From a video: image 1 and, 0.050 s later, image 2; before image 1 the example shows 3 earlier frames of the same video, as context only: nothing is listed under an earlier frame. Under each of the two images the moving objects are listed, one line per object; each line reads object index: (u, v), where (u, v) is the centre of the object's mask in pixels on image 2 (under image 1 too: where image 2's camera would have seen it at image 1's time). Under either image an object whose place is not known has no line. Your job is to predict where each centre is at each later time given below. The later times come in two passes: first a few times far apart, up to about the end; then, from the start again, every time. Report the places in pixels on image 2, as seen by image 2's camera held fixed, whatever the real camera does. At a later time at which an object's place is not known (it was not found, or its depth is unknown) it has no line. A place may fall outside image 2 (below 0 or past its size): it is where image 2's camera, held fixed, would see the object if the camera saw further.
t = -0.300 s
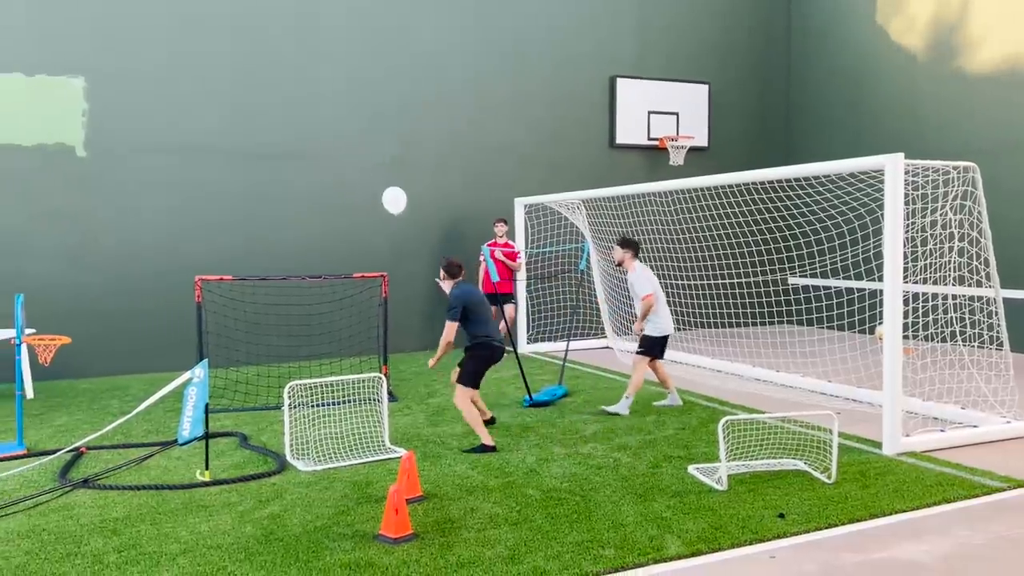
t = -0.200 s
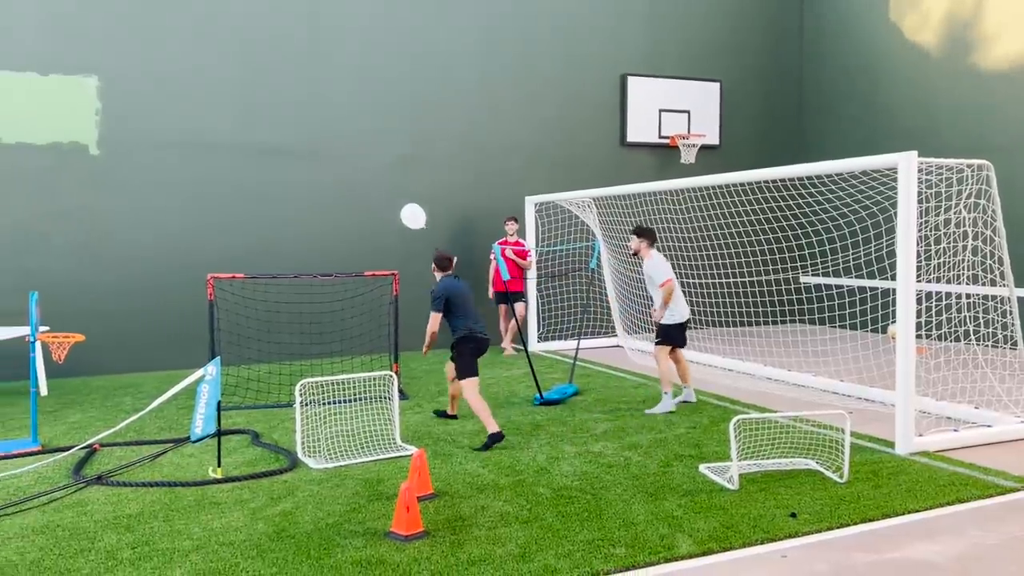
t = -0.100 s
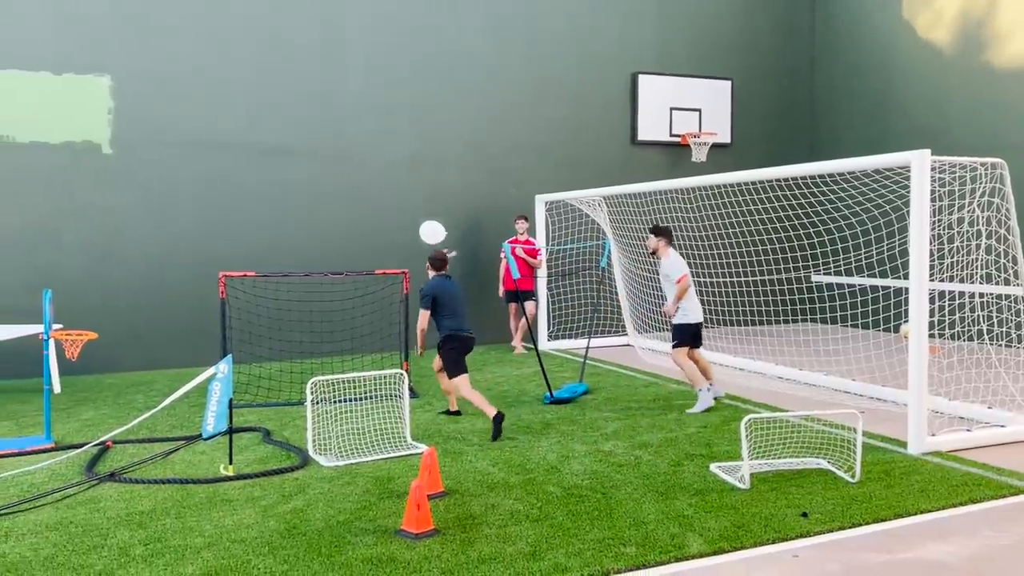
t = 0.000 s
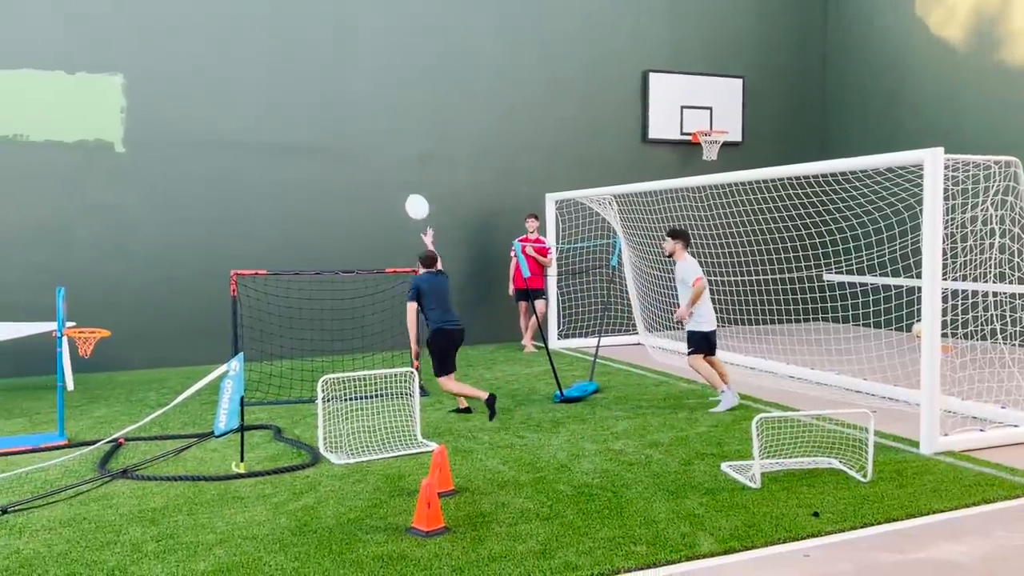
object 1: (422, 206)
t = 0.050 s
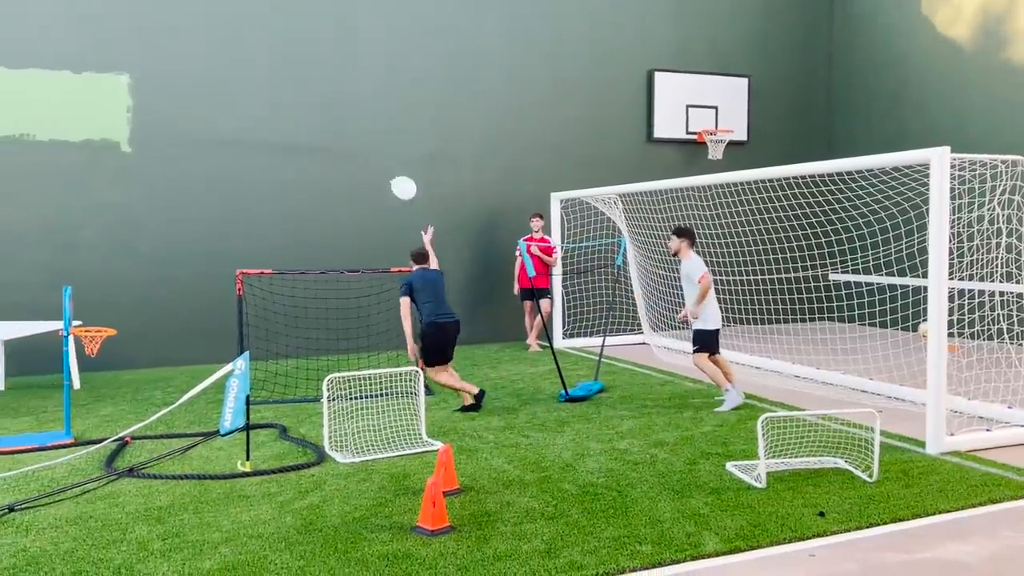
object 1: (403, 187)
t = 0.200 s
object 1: (365, 172)
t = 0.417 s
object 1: (346, 178)
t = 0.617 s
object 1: (350, 191)
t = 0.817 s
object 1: (359, 210)
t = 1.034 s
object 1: (373, 235)
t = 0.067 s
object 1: (398, 184)
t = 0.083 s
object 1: (393, 180)
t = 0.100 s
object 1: (388, 178)
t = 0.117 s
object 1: (384, 176)
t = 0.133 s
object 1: (380, 175)
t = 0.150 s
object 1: (376, 174)
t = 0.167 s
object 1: (372, 173)
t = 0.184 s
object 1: (368, 173)
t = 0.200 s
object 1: (365, 172)
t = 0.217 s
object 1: (362, 172)
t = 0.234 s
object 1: (360, 172)
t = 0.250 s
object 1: (357, 172)
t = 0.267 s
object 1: (355, 172)
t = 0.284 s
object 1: (353, 172)
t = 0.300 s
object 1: (352, 173)
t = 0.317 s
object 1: (350, 173)
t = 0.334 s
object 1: (349, 174)
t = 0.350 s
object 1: (348, 175)
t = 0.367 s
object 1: (347, 175)
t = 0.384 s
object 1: (347, 176)
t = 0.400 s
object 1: (346, 177)
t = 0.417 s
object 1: (346, 178)
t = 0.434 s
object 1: (346, 179)
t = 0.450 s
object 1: (346, 180)
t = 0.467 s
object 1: (346, 181)
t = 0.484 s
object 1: (347, 182)
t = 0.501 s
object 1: (347, 183)
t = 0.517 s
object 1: (348, 185)
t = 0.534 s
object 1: (348, 186)
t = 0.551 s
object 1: (349, 187)
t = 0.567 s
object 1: (349, 188)
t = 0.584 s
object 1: (350, 189)
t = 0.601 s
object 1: (350, 190)
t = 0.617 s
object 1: (350, 191)
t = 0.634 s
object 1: (351, 193)
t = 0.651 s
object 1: (351, 194)
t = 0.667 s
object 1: (352, 196)
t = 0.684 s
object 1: (352, 197)
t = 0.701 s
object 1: (353, 199)
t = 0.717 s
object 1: (354, 200)
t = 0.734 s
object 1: (355, 202)
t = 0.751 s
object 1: (356, 203)
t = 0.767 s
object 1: (356, 205)
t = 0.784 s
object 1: (357, 207)
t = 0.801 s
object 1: (358, 208)
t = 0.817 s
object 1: (359, 210)
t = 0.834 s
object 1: (360, 212)
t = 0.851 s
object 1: (361, 214)
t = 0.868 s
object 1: (362, 215)
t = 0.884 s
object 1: (363, 217)
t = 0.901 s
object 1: (364, 219)
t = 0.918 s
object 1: (365, 221)
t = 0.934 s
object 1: (366, 223)
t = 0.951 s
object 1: (367, 225)
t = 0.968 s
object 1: (368, 227)
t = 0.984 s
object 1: (369, 229)
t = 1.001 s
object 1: (371, 231)
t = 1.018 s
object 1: (372, 233)
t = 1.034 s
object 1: (373, 235)
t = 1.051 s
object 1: (375, 237)
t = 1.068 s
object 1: (376, 239)
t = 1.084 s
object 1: (377, 241)
